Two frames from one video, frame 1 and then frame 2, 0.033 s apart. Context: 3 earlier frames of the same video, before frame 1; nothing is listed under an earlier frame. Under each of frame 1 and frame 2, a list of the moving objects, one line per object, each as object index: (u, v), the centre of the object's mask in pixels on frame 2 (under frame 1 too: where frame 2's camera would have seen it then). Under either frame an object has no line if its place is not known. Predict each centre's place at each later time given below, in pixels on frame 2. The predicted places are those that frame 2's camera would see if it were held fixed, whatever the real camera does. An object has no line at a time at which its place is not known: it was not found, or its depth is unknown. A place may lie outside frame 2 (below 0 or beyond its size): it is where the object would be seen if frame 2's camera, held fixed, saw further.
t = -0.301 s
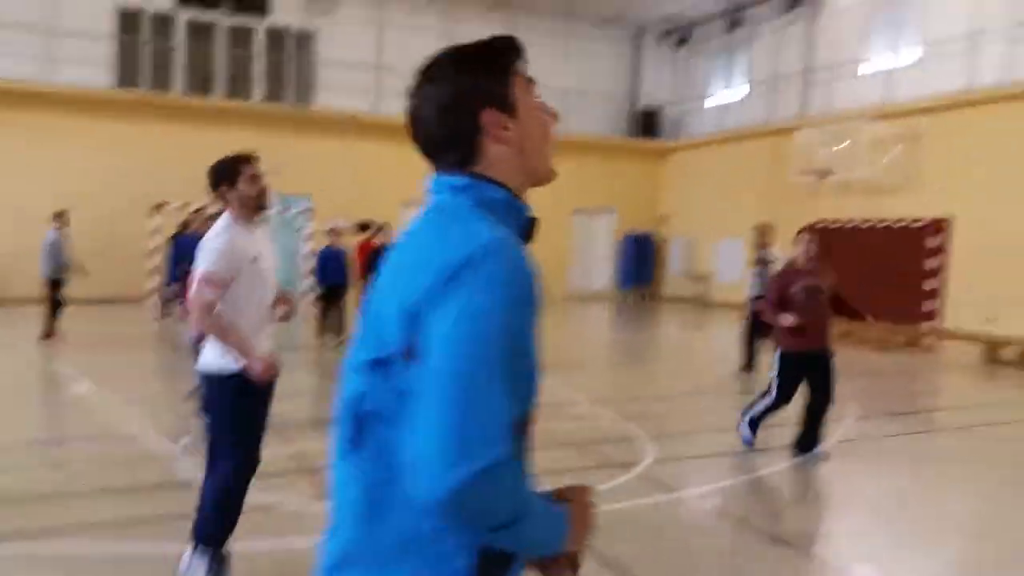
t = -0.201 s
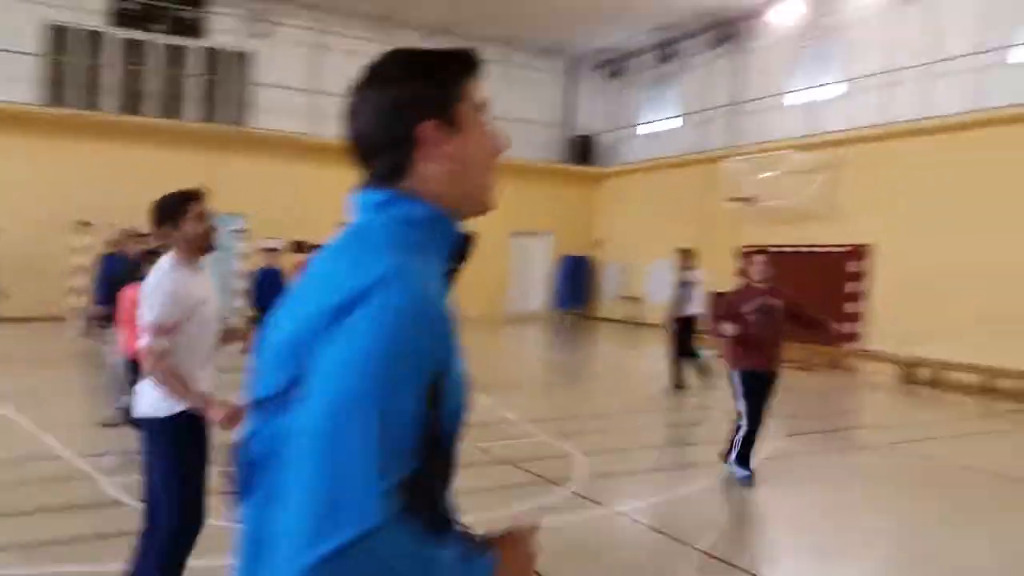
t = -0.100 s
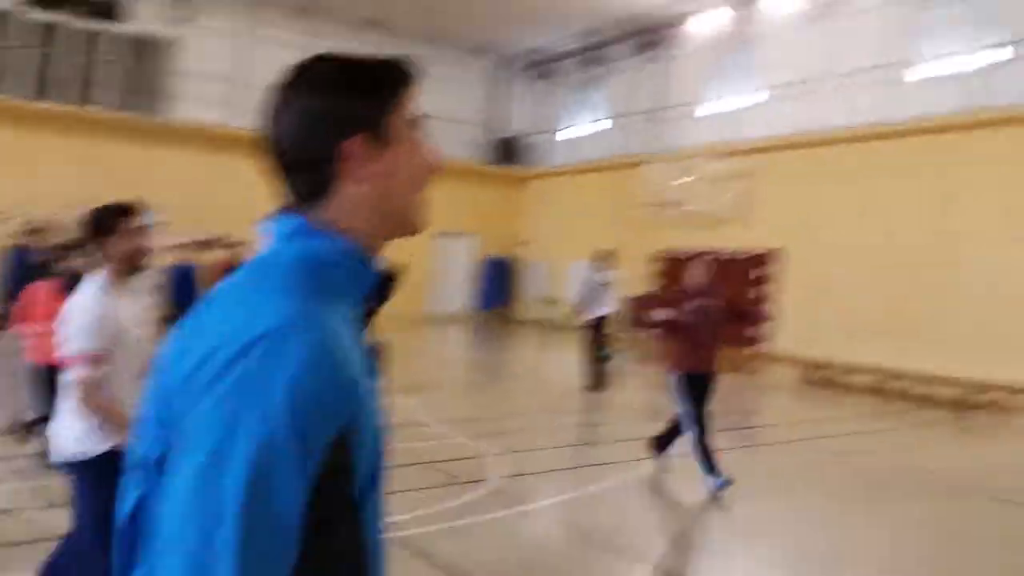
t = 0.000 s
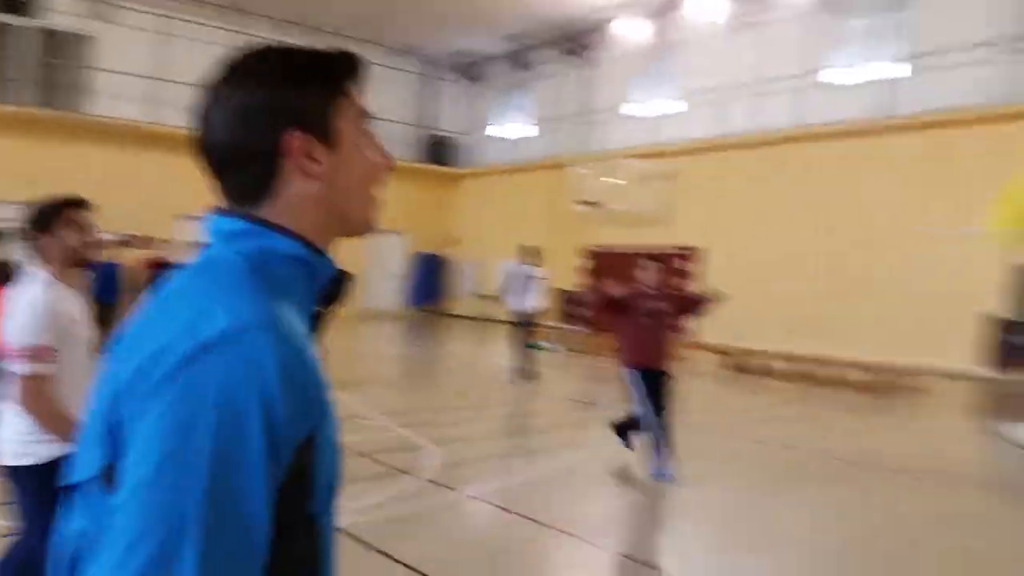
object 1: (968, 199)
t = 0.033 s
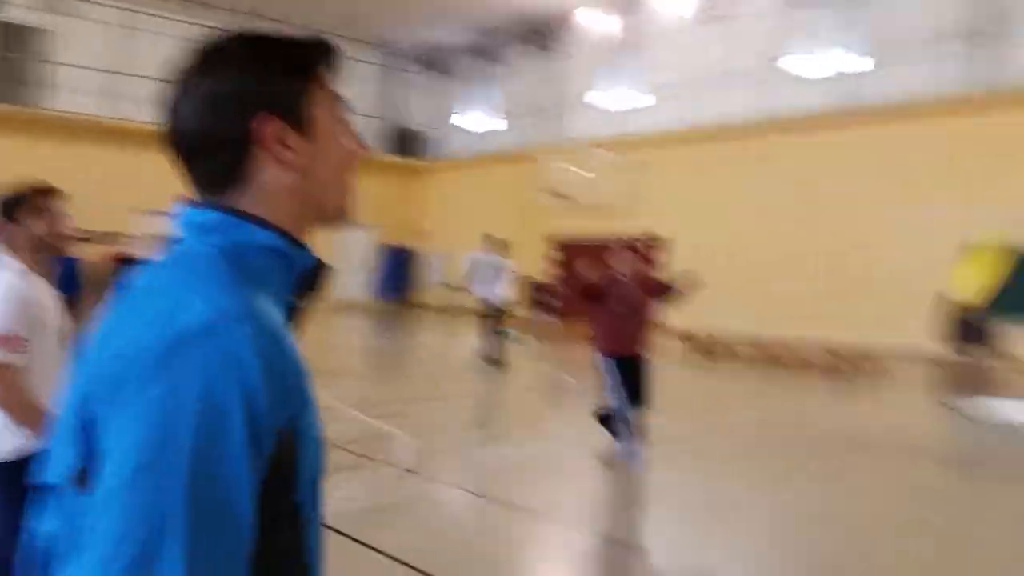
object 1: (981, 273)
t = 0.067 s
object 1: (986, 344)
